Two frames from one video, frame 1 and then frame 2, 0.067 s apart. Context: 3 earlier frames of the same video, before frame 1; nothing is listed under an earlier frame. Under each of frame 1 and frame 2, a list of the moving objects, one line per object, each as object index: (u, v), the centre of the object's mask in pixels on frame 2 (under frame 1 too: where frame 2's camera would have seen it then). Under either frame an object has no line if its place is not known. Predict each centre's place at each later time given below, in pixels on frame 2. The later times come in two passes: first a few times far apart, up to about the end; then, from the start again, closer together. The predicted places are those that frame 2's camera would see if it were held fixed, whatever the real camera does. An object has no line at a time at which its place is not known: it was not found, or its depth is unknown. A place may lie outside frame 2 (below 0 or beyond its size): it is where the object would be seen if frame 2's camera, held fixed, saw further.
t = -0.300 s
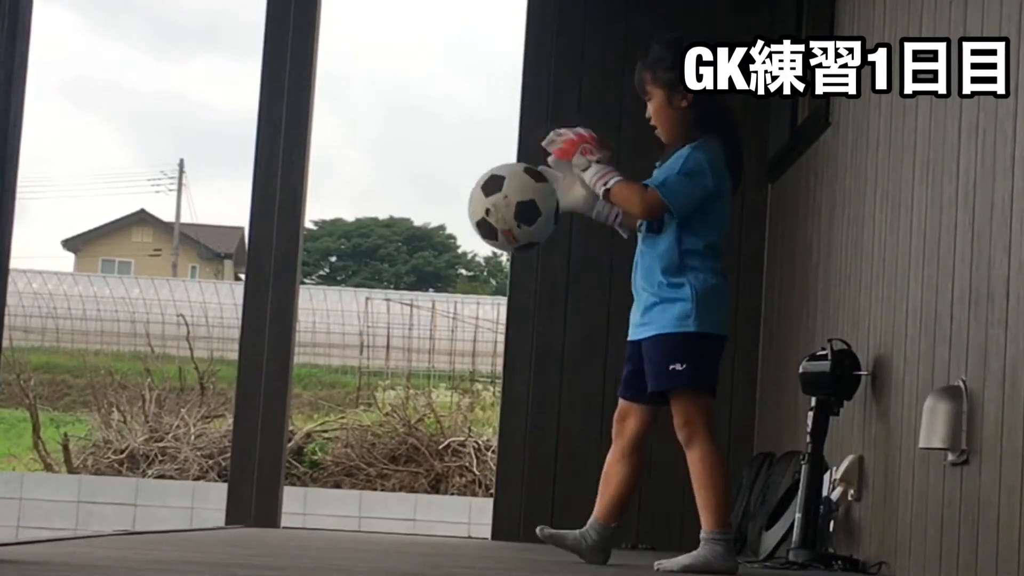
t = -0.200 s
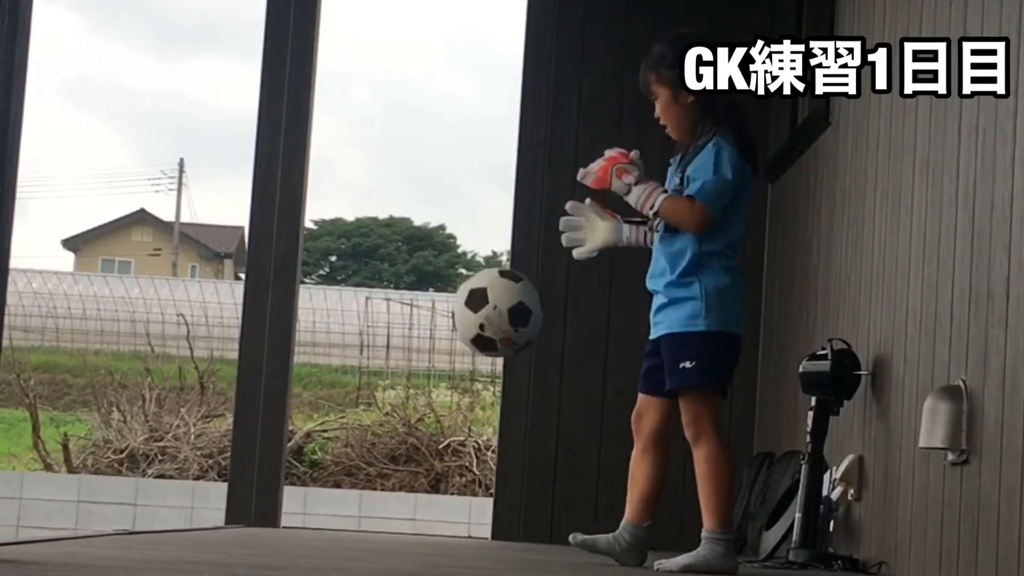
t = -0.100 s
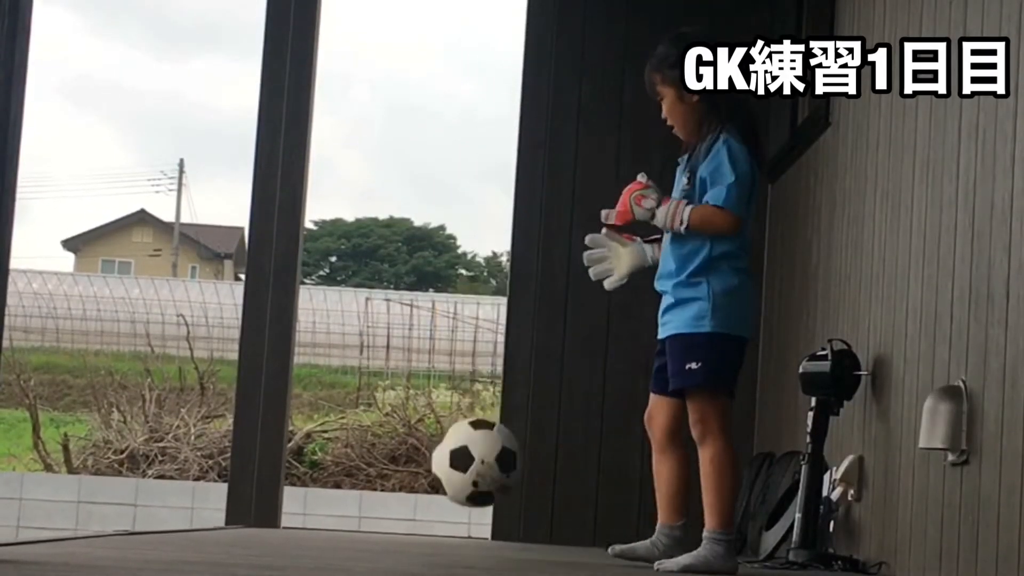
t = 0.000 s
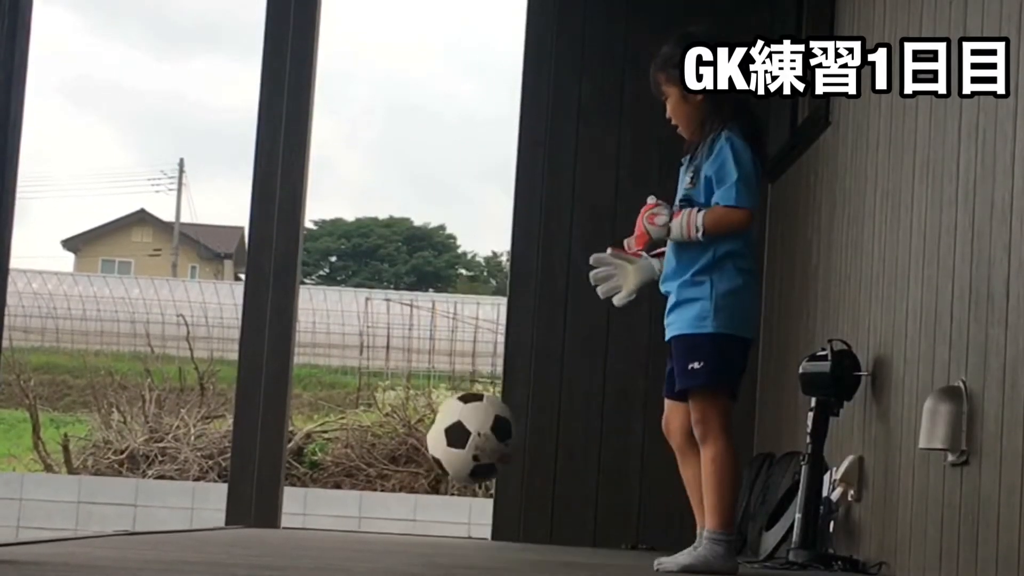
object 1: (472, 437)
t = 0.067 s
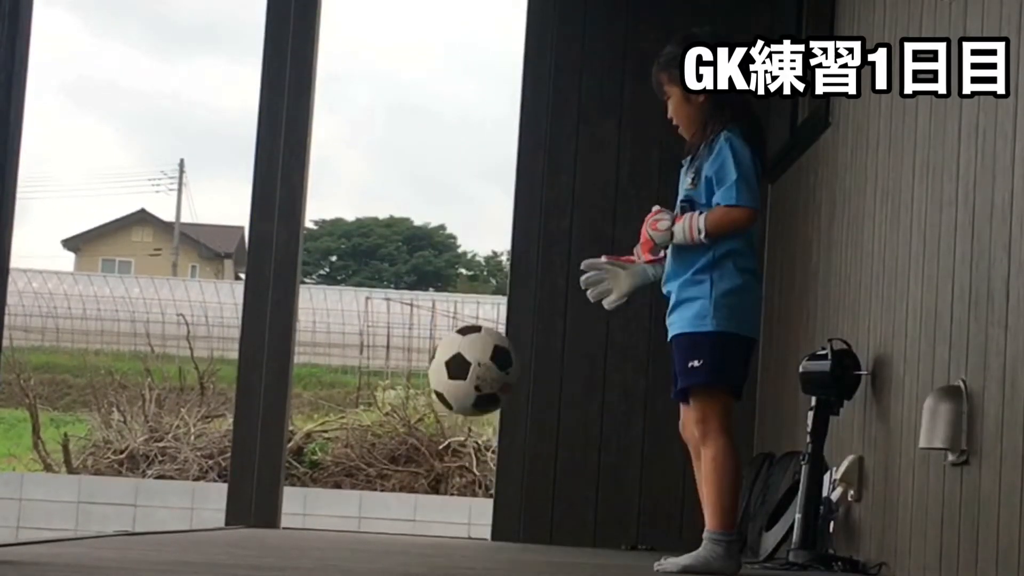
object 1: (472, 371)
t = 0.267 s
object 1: (468, 298)
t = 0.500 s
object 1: (447, 443)
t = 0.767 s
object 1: (431, 395)
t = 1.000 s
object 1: (405, 490)
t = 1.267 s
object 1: (391, 450)
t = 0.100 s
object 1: (472, 346)
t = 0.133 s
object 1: (473, 326)
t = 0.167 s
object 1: (472, 311)
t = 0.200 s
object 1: (471, 302)
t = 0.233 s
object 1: (470, 297)
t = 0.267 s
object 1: (468, 298)
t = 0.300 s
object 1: (466, 305)
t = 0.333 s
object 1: (464, 315)
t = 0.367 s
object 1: (462, 331)
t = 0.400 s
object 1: (459, 352)
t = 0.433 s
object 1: (455, 377)
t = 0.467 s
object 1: (451, 407)
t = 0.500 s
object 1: (447, 443)
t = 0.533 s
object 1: (443, 483)
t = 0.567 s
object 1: (439, 512)
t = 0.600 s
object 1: (439, 479)
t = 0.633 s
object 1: (437, 453)
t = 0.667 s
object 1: (436, 430)
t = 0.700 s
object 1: (435, 413)
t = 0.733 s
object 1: (433, 401)
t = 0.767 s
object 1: (431, 395)
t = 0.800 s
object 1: (428, 395)
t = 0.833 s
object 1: (425, 398)
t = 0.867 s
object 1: (422, 406)
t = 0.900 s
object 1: (418, 420)
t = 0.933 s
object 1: (414, 438)
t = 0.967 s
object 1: (409, 462)
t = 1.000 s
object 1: (405, 490)
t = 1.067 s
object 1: (401, 485)
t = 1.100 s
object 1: (400, 467)
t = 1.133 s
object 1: (399, 453)
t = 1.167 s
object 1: (398, 445)
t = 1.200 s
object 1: (396, 442)
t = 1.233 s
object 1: (394, 443)
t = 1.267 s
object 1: (391, 450)
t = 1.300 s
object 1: (389, 461)
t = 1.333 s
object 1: (385, 479)
